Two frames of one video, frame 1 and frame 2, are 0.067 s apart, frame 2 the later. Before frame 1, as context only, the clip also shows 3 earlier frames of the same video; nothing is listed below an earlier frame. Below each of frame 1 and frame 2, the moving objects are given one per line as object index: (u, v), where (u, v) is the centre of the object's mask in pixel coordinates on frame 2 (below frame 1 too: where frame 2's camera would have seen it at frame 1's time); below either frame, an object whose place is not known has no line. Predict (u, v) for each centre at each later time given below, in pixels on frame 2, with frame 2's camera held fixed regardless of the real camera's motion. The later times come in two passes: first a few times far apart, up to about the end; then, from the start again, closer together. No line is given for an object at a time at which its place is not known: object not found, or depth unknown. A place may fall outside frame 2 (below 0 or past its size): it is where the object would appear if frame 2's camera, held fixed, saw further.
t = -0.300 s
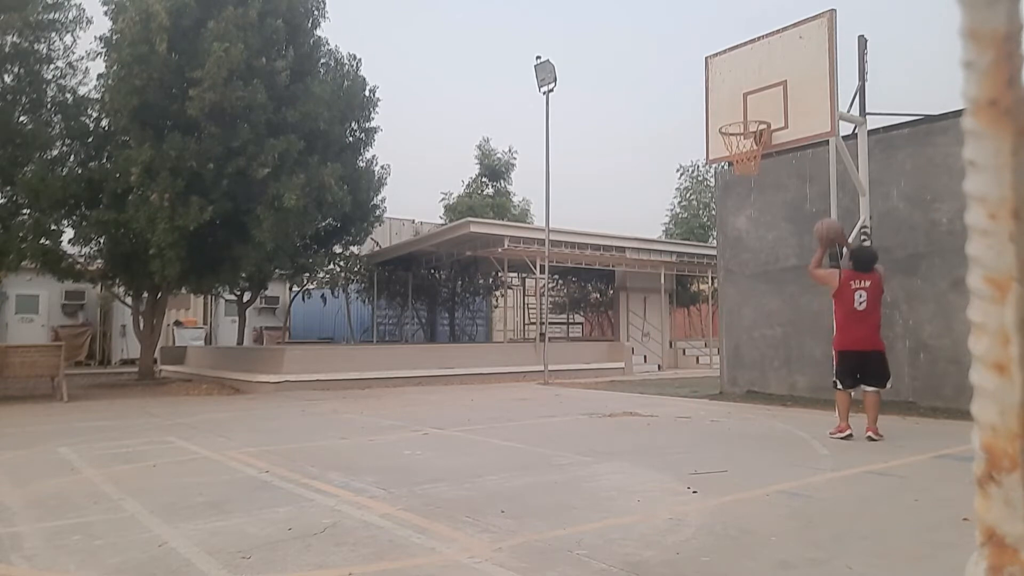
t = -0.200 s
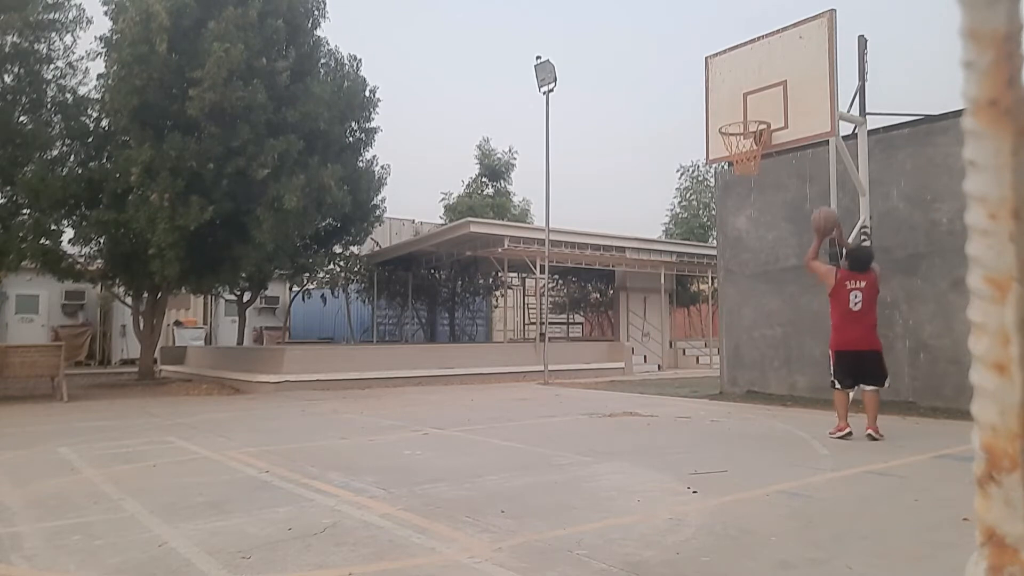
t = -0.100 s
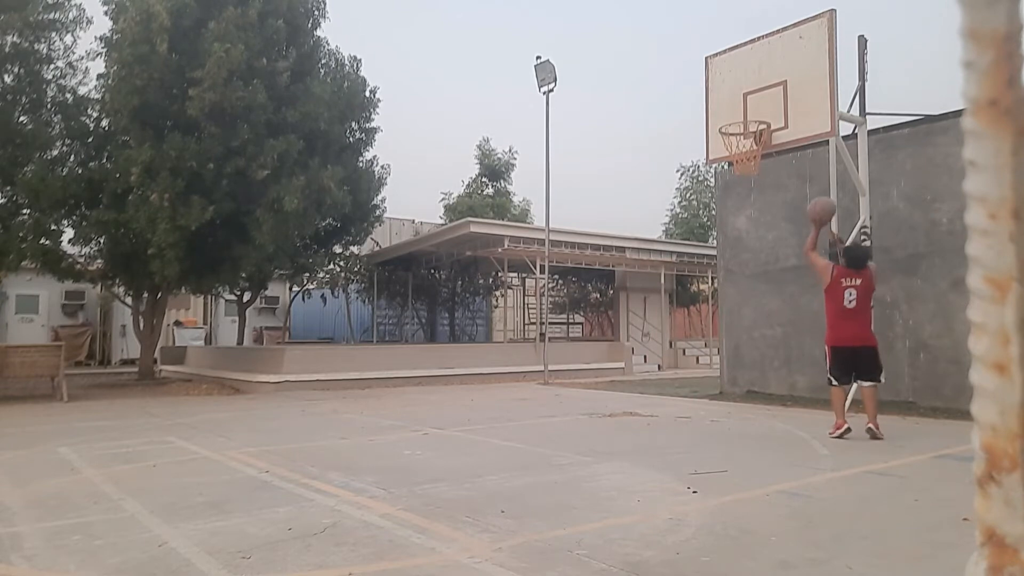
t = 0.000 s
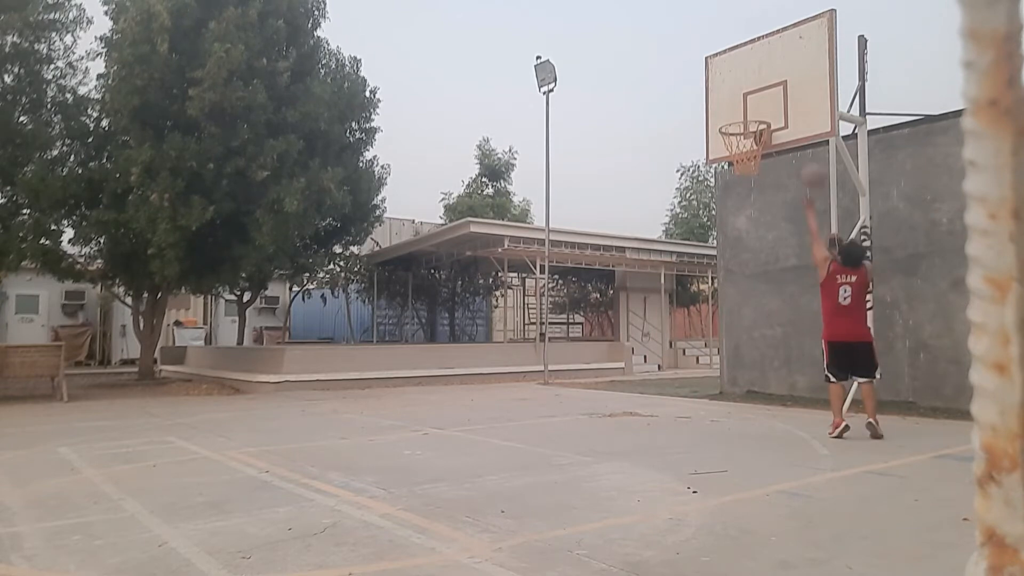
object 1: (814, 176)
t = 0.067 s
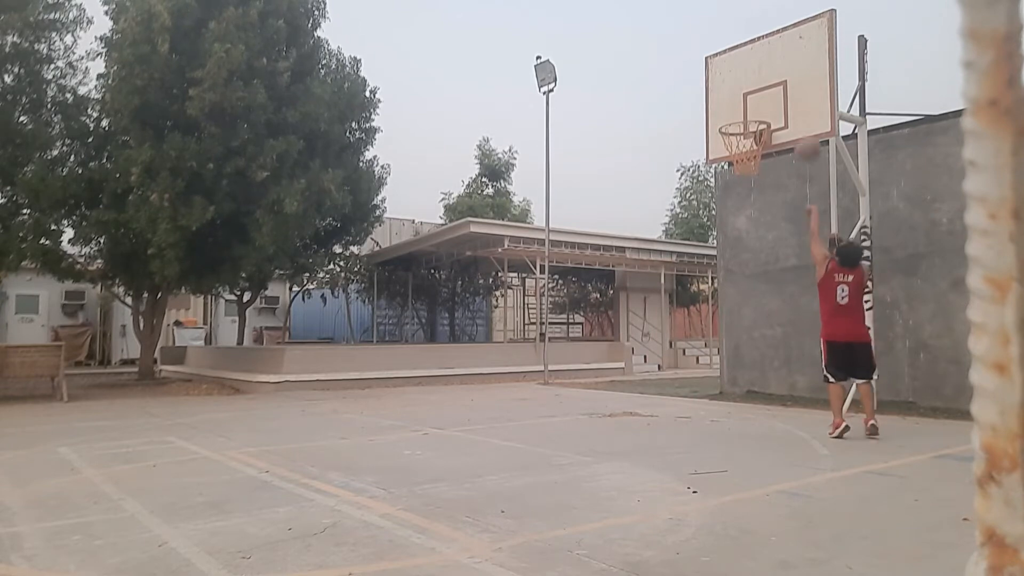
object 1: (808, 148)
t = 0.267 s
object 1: (785, 101)
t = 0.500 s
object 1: (751, 103)
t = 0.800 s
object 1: (751, 161)
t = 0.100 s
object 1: (805, 137)
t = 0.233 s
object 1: (790, 105)
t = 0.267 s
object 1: (785, 101)
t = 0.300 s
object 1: (780, 98)
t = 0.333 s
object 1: (775, 95)
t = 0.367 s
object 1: (770, 95)
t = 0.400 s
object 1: (765, 95)
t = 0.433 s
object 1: (761, 97)
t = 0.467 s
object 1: (756, 99)
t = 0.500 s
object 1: (751, 103)
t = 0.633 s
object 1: (736, 126)
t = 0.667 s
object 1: (739, 132)
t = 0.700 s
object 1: (743, 139)
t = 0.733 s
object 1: (747, 145)
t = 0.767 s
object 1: (750, 151)
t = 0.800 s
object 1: (751, 161)
